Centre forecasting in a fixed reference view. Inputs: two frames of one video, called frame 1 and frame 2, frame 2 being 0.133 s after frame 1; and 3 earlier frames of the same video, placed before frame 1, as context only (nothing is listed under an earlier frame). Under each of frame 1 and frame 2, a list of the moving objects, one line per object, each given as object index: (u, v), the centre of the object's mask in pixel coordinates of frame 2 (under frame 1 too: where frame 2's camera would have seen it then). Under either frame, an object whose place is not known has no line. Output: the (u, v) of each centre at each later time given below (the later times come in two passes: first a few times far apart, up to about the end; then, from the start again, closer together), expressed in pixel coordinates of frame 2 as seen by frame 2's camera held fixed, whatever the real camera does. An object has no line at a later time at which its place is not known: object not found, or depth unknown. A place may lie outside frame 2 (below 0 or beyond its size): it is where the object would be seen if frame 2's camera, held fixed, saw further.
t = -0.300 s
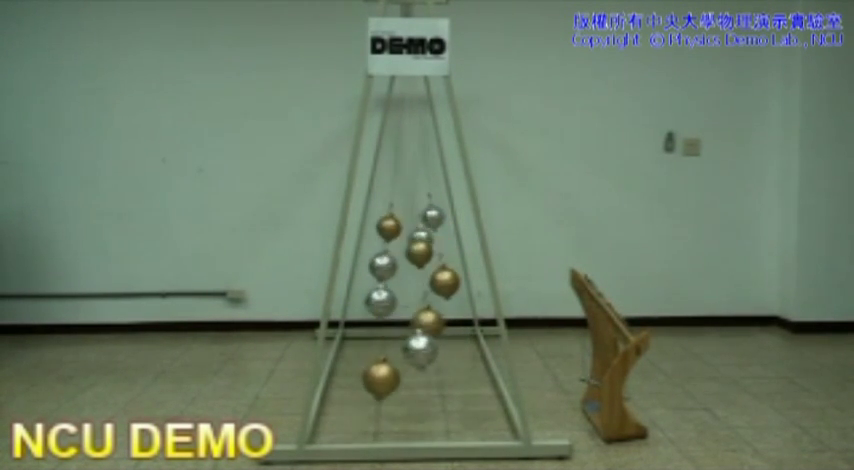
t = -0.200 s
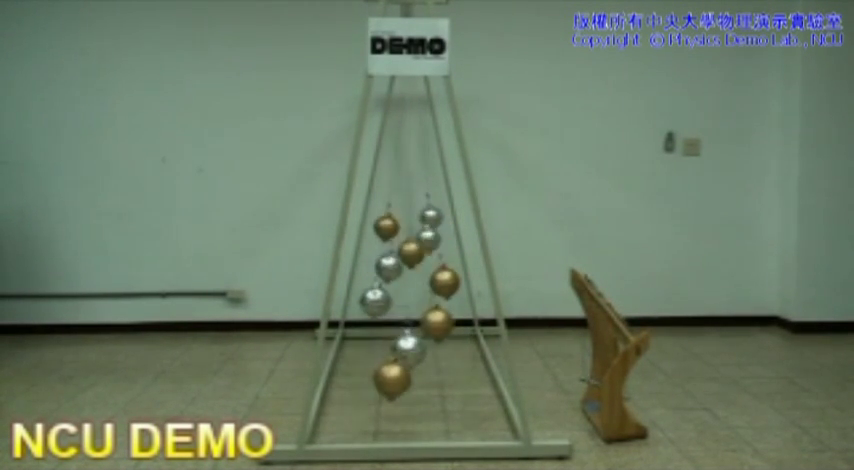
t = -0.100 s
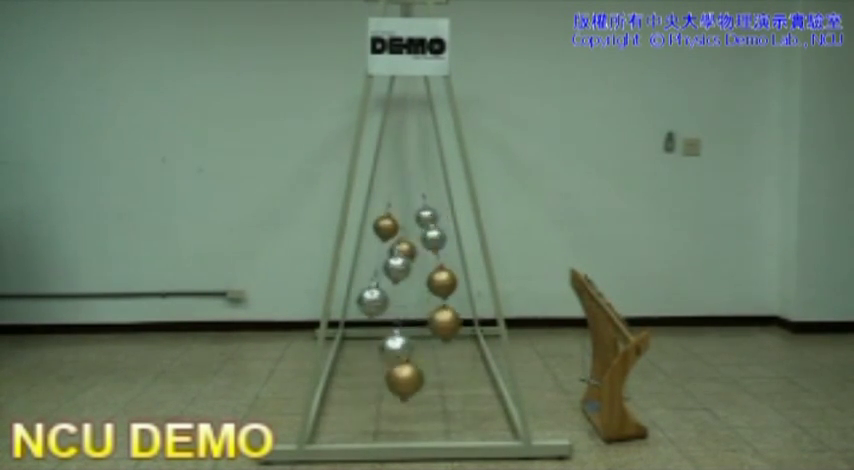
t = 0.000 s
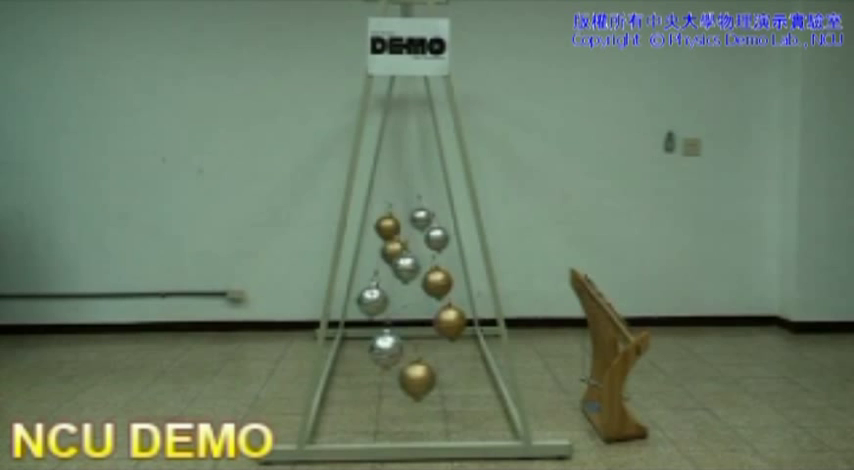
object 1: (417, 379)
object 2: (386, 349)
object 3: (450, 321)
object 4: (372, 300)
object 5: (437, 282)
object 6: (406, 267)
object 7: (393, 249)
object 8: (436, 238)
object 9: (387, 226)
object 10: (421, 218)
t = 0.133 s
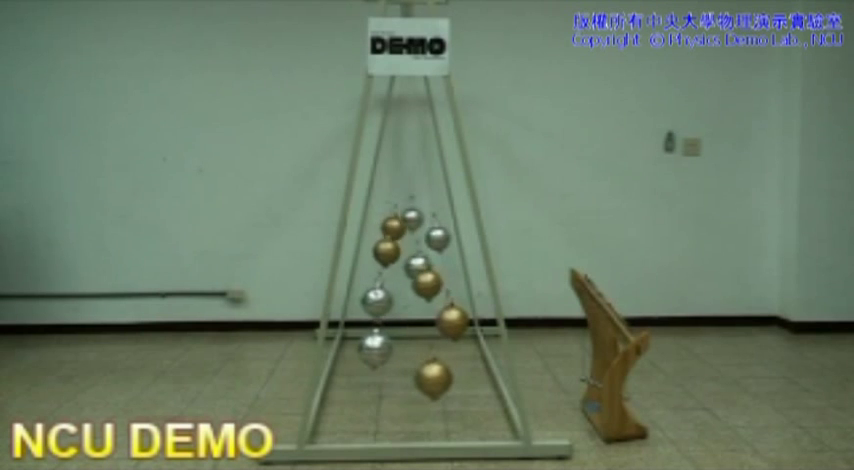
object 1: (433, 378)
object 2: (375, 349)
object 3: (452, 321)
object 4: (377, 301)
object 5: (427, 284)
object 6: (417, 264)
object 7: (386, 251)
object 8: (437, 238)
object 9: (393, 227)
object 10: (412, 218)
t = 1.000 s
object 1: (433, 378)
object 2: (414, 349)
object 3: (383, 323)
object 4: (447, 299)
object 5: (379, 282)
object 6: (423, 268)
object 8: (385, 237)
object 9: (433, 226)
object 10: (400, 218)
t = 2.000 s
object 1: (368, 377)
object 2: (430, 349)
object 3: (421, 321)
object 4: (380, 301)
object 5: (444, 281)
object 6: (391, 266)
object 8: (434, 238)
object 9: (387, 227)
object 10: (420, 217)
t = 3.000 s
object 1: (459, 376)
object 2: (374, 349)
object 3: (417, 324)
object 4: (430, 300)
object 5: (378, 282)
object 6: (436, 265)
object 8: (388, 238)
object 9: (434, 226)
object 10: (401, 217)
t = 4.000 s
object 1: (372, 377)
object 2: (454, 347)
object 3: (386, 324)
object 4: (406, 302)
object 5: (438, 282)
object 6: (381, 265)
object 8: (431, 238)
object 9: (386, 226)
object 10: (419, 217)
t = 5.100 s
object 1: (438, 377)
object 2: (368, 348)
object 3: (440, 322)
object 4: (411, 302)
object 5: (384, 283)
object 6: (439, 265)
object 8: (388, 238)
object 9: (433, 226)
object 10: (407, 218)
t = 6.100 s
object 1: (411, 379)
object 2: (443, 348)
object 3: (372, 322)
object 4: (424, 302)
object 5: (430, 279)
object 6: (379, 266)
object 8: (430, 236)
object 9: (388, 227)
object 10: (413, 218)
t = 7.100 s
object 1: (385, 378)
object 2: (397, 348)
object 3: (450, 321)
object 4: (385, 301)
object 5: (403, 283)
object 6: (441, 265)
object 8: (392, 234)
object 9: (433, 226)
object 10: (408, 218)
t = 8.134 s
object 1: (453, 376)
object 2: (407, 350)
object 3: (376, 322)
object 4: (443, 300)
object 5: (411, 284)
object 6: (380, 266)
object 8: (427, 235)
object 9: (388, 227)
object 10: (411, 218)
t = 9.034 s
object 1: (367, 377)
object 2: (443, 348)
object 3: (423, 323)
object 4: (374, 300)
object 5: (429, 284)
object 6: (432, 263)
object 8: (405, 239)
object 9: (434, 226)
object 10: (404, 217)
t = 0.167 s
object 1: (437, 378)
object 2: (373, 349)
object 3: (452, 321)
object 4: (379, 301)
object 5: (424, 284)
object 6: (421, 263)
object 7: (385, 251)
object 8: (437, 238)
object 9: (395, 228)
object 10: (411, 218)
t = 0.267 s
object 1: (447, 377)
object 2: (368, 348)
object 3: (450, 321)
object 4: (386, 301)
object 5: (415, 284)
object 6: (430, 265)
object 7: (382, 250)
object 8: (434, 237)
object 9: (402, 229)
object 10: (402, 213)
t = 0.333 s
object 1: (452, 376)
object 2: (366, 348)
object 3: (447, 321)
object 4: (392, 301)
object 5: (410, 282)
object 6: (434, 266)
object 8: (430, 237)
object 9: (407, 228)
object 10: (397, 215)
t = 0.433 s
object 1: (457, 375)
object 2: (367, 348)
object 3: (440, 322)
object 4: (401, 303)
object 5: (399, 280)
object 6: (439, 265)
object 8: (424, 239)
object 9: (412, 225)
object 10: (393, 218)
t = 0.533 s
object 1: (460, 375)
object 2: (369, 349)
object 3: (431, 323)
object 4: (412, 301)
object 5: (390, 283)
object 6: (442, 265)
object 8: (417, 240)
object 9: (422, 224)
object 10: (389, 217)
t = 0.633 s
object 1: (460, 375)
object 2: (376, 349)
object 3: (421, 324)
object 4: (422, 299)
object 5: (384, 283)
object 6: (442, 265)
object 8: (410, 238)
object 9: (428, 227)
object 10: (388, 217)
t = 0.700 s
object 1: (457, 375)
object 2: (381, 349)
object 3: (414, 324)
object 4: (429, 300)
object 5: (380, 282)
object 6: (441, 265)
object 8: (404, 236)
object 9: (431, 227)
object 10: (388, 217)
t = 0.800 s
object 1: (452, 376)
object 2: (391, 349)
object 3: (404, 321)
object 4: (438, 302)
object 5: (377, 282)
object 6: (437, 265)
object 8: (395, 236)
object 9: (434, 226)
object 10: (390, 216)
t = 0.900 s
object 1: (443, 377)
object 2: (402, 350)
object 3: (391, 321)
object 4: (443, 300)
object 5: (377, 282)
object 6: (431, 266)
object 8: (389, 238)
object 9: (435, 226)
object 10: (394, 216)
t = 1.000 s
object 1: (433, 378)
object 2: (414, 349)
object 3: (383, 323)
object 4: (447, 299)
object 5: (379, 282)
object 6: (423, 268)
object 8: (385, 237)
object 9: (433, 226)
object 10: (400, 218)
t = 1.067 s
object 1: (425, 379)
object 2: (421, 348)
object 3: (378, 323)
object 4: (448, 299)
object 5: (382, 282)
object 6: (417, 267)
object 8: (383, 238)
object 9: (431, 226)
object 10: (404, 218)
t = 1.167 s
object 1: (413, 379)
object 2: (432, 349)
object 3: (373, 322)
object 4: (447, 299)
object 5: (388, 283)
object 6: (408, 267)
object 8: (383, 238)
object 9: (427, 227)
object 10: (410, 218)
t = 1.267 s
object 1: (400, 379)
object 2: (441, 349)
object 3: (370, 322)
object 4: (444, 300)
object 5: (396, 285)
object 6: (399, 263)
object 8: (385, 238)
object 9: (420, 228)
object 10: (418, 213)
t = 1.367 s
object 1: (388, 379)
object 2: (449, 348)
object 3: (370, 322)
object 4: (438, 301)
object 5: (406, 284)
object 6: (390, 267)
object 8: (389, 238)
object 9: (412, 228)
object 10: (426, 217)
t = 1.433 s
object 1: (381, 378)
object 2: (451, 348)
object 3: (372, 322)
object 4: (433, 301)
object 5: (411, 283)
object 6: (386, 267)
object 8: (393, 238)
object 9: (410, 227)
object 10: (428, 218)
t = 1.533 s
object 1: (372, 378)
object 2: (454, 347)
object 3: (377, 322)
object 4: (424, 303)
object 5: (420, 279)
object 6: (381, 266)
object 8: (400, 241)
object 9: (401, 223)
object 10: (431, 217)
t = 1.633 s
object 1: (366, 377)
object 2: (454, 347)
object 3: (385, 323)
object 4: (414, 302)
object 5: (431, 282)
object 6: (378, 265)
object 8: (408, 240)
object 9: (392, 226)
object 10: (432, 216)
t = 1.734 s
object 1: (363, 377)
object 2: (451, 347)
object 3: (394, 324)
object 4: (404, 300)
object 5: (436, 282)
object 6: (378, 265)
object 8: (414, 237)
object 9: (389, 227)
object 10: (432, 216)
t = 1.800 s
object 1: (362, 376)
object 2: (448, 348)
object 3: (401, 325)
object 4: (396, 300)
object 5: (440, 282)
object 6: (380, 265)
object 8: (421, 235)
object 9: (387, 227)
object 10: (430, 216)
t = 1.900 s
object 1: (364, 376)
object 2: (440, 348)
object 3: (412, 324)
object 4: (387, 302)
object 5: (443, 281)
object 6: (384, 266)
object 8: (429, 239)
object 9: (386, 227)
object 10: (426, 216)
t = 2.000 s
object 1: (368, 377)
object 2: (430, 349)
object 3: (421, 321)
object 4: (380, 301)
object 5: (444, 281)
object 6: (391, 266)
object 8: (434, 238)
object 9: (387, 227)
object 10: (420, 217)
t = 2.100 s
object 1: (376, 378)
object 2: (419, 350)
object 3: (434, 322)
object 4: (375, 300)
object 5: (443, 281)
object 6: (399, 268)
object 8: (437, 238)
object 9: (390, 227)
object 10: (414, 218)
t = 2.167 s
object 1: (382, 378)
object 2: (412, 350)
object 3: (439, 323)
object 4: (373, 300)
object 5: (440, 282)
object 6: (405, 268)
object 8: (437, 238)
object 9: (393, 227)
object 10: (410, 218)
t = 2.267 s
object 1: (393, 379)
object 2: (400, 348)
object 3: (445, 322)
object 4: (373, 300)
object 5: (434, 283)
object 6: (413, 266)
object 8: (436, 238)
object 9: (399, 228)
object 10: (404, 214)
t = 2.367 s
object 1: (406, 380)
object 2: (390, 350)
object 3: (450, 321)
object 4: (375, 300)
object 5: (427, 285)
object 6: (422, 263)
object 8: (433, 238)
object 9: (407, 228)
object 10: (394, 216)
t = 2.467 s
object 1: (418, 379)
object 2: (380, 349)
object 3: (451, 321)
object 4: (380, 301)
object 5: (418, 284)
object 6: (431, 264)
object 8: (427, 238)
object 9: (412, 227)
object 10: (391, 218)
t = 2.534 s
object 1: (426, 378)
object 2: (375, 349)
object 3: (451, 321)
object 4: (384, 302)
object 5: (412, 284)
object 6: (435, 265)
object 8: (422, 239)
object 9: (418, 223)
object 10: (389, 217)
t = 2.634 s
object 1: (437, 378)
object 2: (370, 348)
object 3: (448, 321)
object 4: (393, 301)
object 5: (404, 281)
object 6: (440, 265)
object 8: (415, 240)
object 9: (427, 224)
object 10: (388, 217)
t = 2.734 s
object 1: (447, 377)
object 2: (367, 348)
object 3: (442, 322)
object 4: (403, 302)
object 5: (392, 281)
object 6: (442, 265)
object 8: (408, 239)
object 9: (431, 226)
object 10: (389, 217)
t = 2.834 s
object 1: (454, 376)
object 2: (368, 348)
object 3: (435, 323)
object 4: (414, 301)
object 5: (386, 283)
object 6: (441, 265)
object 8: (400, 235)
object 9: (433, 226)
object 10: (391, 217)
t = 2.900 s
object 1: (457, 376)
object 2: (369, 348)
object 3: (428, 324)
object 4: (420, 300)
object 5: (382, 282)
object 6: (440, 265)
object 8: (393, 236)
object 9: (434, 226)
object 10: (395, 216)
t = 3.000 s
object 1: (459, 376)
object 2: (374, 349)
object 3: (417, 324)
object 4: (430, 300)
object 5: (378, 282)
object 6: (436, 265)
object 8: (388, 238)
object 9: (434, 226)
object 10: (401, 217)
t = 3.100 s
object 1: (458, 376)
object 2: (382, 348)
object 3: (407, 324)
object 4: (438, 301)
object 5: (377, 282)
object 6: (429, 266)
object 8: (385, 238)
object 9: (431, 226)
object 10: (407, 218)
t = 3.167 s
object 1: (456, 376)
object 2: (388, 349)
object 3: (402, 321)
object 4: (442, 300)
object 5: (378, 282)
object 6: (423, 267)
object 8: (384, 238)
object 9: (429, 227)
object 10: (411, 218)
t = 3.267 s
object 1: (450, 376)
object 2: (399, 349)
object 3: (388, 321)
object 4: (446, 300)
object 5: (381, 282)
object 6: (415, 267)
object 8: (383, 238)
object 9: (422, 227)
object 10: (415, 214)
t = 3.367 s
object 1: (442, 377)
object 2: (410, 350)
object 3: (381, 323)
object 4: (448, 300)
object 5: (386, 283)
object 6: (406, 267)
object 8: (385, 238)
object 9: (415, 227)
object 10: (426, 215)
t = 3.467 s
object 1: (431, 377)
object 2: (420, 348)
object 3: (375, 322)
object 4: (447, 300)
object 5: (393, 284)
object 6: (397, 264)
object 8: (390, 238)
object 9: (409, 228)
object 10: (429, 217)
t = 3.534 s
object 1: (424, 379)
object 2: (429, 348)
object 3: (372, 323)
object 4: (445, 300)
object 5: (399, 284)
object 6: (391, 264)
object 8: (394, 238)
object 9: (406, 225)
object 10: (431, 216)
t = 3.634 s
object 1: (411, 379)
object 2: (438, 349)
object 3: (370, 322)
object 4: (439, 301)
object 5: (408, 284)
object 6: (385, 266)
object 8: (402, 240)
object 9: (396, 223)
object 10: (432, 216)
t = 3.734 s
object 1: (399, 379)
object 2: (446, 348)
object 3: (371, 322)
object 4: (431, 301)
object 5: (415, 281)
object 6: (381, 266)
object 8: (410, 239)
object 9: (390, 227)
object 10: (431, 216)
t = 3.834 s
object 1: (388, 378)
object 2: (451, 347)
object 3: (375, 322)
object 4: (422, 302)
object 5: (428, 280)
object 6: (378, 265)
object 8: (415, 238)
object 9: (387, 227)
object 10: (429, 217)
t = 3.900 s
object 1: (380, 378)
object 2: (453, 347)
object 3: (379, 322)
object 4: (416, 302)
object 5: (433, 282)
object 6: (378, 265)
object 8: (422, 235)
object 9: (386, 227)
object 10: (426, 216)
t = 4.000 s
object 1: (372, 377)
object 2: (454, 347)
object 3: (386, 324)
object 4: (406, 302)
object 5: (438, 282)
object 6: (381, 265)
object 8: (431, 238)
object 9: (386, 226)
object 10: (419, 217)
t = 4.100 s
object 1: (366, 377)
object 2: (452, 347)
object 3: (396, 324)
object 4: (395, 299)
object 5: (442, 282)
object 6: (385, 266)
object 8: (434, 238)
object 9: (388, 227)
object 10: (413, 218)
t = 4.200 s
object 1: (363, 377)
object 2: (447, 348)
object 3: (407, 324)
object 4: (386, 302)
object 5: (444, 281)
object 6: (392, 267)
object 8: (436, 238)
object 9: (392, 228)
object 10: (408, 217)
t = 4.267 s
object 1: (363, 377)
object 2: (442, 348)
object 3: (415, 324)
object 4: (382, 301)
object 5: (444, 281)
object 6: (397, 267)
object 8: (437, 238)
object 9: (397, 228)
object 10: (405, 214)
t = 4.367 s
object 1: (365, 377)
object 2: (433, 349)
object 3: (424, 321)
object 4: (376, 300)
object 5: (441, 282)
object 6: (406, 268)
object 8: (435, 238)
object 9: (403, 228)
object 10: (394, 214)
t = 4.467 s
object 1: (369, 377)
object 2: (423, 350)
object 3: (435, 321)
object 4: (374, 300)
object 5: (437, 282)
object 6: (415, 267)
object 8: (432, 238)
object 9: (411, 228)
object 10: (391, 218)
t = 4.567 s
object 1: (377, 378)
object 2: (412, 350)
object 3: (443, 322)
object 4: (373, 300)
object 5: (430, 284)
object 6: (423, 264)
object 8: (426, 239)
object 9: (416, 224)
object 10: (389, 217)
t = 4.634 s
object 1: (384, 378)
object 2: (405, 350)
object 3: (447, 322)
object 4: (375, 300)
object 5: (424, 284)
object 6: (430, 263)
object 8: (421, 240)
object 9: (423, 223)
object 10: (388, 217)
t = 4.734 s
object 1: (394, 380)
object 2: (393, 348)
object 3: (450, 321)
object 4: (379, 301)
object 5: (414, 284)
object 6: (436, 265)
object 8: (413, 240)
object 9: (429, 226)
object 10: (389, 217)
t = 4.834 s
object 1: (407, 379)
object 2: (384, 350)
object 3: (451, 321)
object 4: (386, 302)
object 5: (406, 283)
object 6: (440, 265)
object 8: (407, 239)
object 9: (433, 226)
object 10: (392, 217)
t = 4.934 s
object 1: (419, 379)
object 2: (376, 349)
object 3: (450, 321)
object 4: (395, 303)
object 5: (396, 281)
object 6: (442, 265)
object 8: (401, 235)
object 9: (434, 226)
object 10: (396, 217)
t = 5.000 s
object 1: (427, 378)
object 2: (372, 348)
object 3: (446, 322)
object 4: (401, 302)
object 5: (389, 280)
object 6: (441, 265)
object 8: (393, 235)
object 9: (434, 226)
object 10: (401, 217)
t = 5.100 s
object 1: (438, 377)
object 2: (368, 348)
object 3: (440, 322)
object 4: (411, 302)
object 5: (384, 283)
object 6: (439, 265)
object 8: (388, 238)
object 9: (433, 226)
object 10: (407, 218)
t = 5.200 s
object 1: (447, 377)
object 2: (368, 348)
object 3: (432, 324)
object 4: (420, 300)
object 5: (380, 282)
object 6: (435, 266)
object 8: (385, 238)
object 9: (429, 227)
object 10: (413, 217)
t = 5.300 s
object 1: (453, 376)
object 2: (370, 348)
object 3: (421, 324)
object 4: (432, 299)
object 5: (378, 282)
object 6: (427, 266)
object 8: (384, 238)
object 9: (423, 227)
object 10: (419, 213)
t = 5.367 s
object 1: (456, 375)
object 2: (373, 349)
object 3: (415, 324)
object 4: (437, 301)
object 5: (378, 282)
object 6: (422, 266)
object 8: (384, 238)
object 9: (418, 228)
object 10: (427, 214)
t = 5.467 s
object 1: (458, 375)
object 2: (379, 349)
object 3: (404, 324)
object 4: (442, 300)
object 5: (380, 282)
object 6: (413, 267)
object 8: (386, 238)
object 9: (411, 228)
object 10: (430, 216)
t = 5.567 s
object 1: (458, 375)
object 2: (389, 349)
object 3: (394, 321)
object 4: (446, 300)
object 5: (385, 283)
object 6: (405, 266)
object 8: (392, 238)
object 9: (407, 226)
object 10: (431, 216)
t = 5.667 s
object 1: (454, 376)
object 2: (399, 350)
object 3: (384, 322)
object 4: (447, 299)
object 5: (391, 284)
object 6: (396, 264)
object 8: (398, 240)
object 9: (397, 223)
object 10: (432, 216)
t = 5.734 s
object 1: (449, 376)
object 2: (406, 350)
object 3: (379, 323)
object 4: (447, 299)
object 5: (397, 284)
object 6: (390, 263)
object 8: (403, 240)
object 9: (391, 225)
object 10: (431, 216)
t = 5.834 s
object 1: (441, 377)
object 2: (418, 350)
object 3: (374, 322)
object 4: (444, 300)
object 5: (405, 283)
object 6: (384, 266)
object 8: (411, 239)
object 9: (388, 227)
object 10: (428, 217)
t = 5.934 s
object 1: (431, 379)
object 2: (428, 347)
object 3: (371, 322)
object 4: (438, 301)
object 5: (414, 283)
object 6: (380, 266)
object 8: (416, 238)
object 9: (387, 227)
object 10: (424, 217)
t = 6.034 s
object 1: (419, 379)
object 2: (438, 348)
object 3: (371, 322)
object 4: (430, 301)
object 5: (422, 280)
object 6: (379, 266)
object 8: (427, 235)
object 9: (387, 227)
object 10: (417, 218)
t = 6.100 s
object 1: (411, 379)
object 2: (443, 348)
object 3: (372, 322)
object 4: (424, 302)
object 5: (430, 279)
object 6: (379, 266)
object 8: (430, 236)
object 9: (388, 227)
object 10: (413, 218)
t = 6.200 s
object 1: (398, 379)
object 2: (449, 347)
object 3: (377, 322)
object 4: (414, 302)
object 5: (436, 282)
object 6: (382, 266)
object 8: (434, 238)
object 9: (391, 227)
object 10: (408, 218)
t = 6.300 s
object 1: (387, 378)
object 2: (453, 347)
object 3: (384, 324)
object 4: (404, 302)
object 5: (440, 282)
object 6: (387, 266)
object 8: (436, 237)
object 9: (396, 227)
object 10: (402, 213)
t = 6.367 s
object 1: (380, 378)
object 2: (453, 347)
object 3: (389, 324)
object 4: (398, 300)
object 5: (442, 281)
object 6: (391, 267)
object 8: (437, 237)
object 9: (401, 227)
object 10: (395, 214)
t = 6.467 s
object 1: (372, 378)
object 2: (452, 347)
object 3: (400, 323)
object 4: (387, 300)
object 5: (443, 281)
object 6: (399, 267)
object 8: (435, 237)
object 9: (408, 228)
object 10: (391, 217)
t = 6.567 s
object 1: (366, 377)
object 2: (449, 347)
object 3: (411, 324)
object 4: (381, 301)
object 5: (442, 282)
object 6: (408, 268)
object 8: (431, 238)
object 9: (414, 226)
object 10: (389, 217)
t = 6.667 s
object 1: (364, 377)
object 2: (442, 348)
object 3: (421, 323)
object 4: (376, 300)
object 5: (438, 282)
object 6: (417, 267)
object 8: (425, 241)
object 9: (422, 223)
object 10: (388, 217)
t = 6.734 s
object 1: (364, 377)
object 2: (436, 349)
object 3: (427, 320)
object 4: (374, 300)
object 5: (434, 284)
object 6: (422, 265)
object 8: (420, 239)
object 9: (428, 223)
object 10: (389, 217)
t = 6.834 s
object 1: (365, 377)
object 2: (426, 349)
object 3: (437, 321)
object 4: (374, 300)
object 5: (426, 284)
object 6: (431, 263)
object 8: (412, 240)
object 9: (431, 226)
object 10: (392, 218)
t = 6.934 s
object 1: (371, 377)
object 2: (415, 350)
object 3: (444, 322)
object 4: (376, 300)
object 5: (417, 284)
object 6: (437, 265)
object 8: (406, 240)
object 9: (433, 226)
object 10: (397, 217)
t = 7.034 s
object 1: (378, 378)
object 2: (403, 351)
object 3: (449, 321)
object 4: (380, 301)
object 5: (408, 284)
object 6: (440, 265)
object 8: (398, 235)
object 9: (434, 226)
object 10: (404, 217)
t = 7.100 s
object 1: (385, 378)
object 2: (397, 348)
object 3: (450, 321)
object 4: (385, 301)
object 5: (403, 283)
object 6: (441, 265)
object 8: (392, 234)
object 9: (433, 226)
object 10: (408, 218)
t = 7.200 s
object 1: (395, 380)
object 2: (386, 349)
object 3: (450, 321)
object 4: (393, 302)
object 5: (394, 279)
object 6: (441, 265)
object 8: (387, 238)
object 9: (431, 227)
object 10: (413, 218)
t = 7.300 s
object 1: (408, 379)
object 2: (378, 350)
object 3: (448, 321)
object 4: (403, 302)
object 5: (386, 282)
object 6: (438, 265)
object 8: (385, 238)
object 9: (425, 227)
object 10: (418, 214)
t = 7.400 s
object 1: (420, 379)
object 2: (372, 349)
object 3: (443, 322)
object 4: (413, 302)
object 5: (382, 282)
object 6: (433, 266)
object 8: (384, 238)
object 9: (418, 227)
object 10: (428, 214)
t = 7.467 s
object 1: (428, 378)
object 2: (369, 349)
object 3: (438, 322)
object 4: (419, 301)
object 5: (379, 282)
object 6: (428, 267)
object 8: (384, 238)
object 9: (413, 228)
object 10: (430, 216)
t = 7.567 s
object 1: (438, 378)
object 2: (368, 349)
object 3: (429, 324)
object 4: (429, 299)
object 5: (378, 282)
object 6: (420, 267)
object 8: (387, 238)
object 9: (407, 228)
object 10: (431, 216)
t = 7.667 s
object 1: (447, 377)
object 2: (369, 348)
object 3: (419, 324)
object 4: (437, 300)
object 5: (379, 282)
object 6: (411, 268)
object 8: (393, 238)
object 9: (402, 224)
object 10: (432, 216)
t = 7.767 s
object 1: (453, 376)
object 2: (373, 349)
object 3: (408, 324)
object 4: (443, 300)
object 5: (383, 283)
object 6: (403, 267)
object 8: (399, 239)
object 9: (392, 224)
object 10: (430, 217)
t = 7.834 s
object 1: (456, 375)
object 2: (378, 349)
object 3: (402, 324)
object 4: (445, 300)
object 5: (386, 284)
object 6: (398, 265)
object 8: (405, 239)
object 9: (389, 226)
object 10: (428, 217)
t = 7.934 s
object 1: (458, 375)
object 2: (386, 349)
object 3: (391, 321)
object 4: (447, 300)
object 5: (394, 284)
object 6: (389, 263)
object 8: (412, 239)
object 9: (387, 227)
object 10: (423, 217)
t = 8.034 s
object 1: (457, 375)
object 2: (395, 350)
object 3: (382, 321)
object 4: (446, 300)
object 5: (403, 284)
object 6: (384, 266)
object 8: (417, 238)
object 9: (387, 227)
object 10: (417, 217)
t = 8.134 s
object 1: (453, 376)
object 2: (407, 350)
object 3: (376, 322)
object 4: (443, 300)
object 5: (411, 284)
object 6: (380, 266)
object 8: (427, 235)
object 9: (388, 227)
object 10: (411, 218)
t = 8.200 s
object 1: (448, 377)
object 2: (414, 349)
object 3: (373, 323)
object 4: (439, 301)
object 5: (417, 284)
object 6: (379, 266)
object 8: (433, 236)
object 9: (390, 227)
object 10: (407, 218)
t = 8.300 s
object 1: (439, 378)
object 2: (424, 348)
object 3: (371, 322)
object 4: (432, 302)
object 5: (425, 280)
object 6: (380, 265)
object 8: (435, 237)
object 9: (395, 228)
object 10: (402, 215)
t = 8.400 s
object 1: (429, 379)
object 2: (435, 347)
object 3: (372, 322)
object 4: (422, 302)
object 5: (435, 280)
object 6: (383, 266)
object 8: (436, 237)
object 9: (401, 228)
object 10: (393, 214)
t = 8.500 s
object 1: (417, 379)
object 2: (443, 348)
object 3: (375, 322)
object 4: (412, 302)
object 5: (439, 282)
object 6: (388, 267)
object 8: (436, 238)
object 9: (409, 227)
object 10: (390, 217)
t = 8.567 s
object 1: (409, 379)
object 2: (448, 348)
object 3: (379, 323)
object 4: (405, 303)
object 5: (441, 282)
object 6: (393, 268)
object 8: (434, 238)
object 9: (413, 228)
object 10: (389, 217)
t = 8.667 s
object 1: (398, 379)
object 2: (451, 347)
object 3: (386, 323)
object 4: (398, 300)
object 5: (443, 281)
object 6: (401, 268)
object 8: (430, 238)
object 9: (418, 225)
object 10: (389, 217)
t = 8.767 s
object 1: (387, 379)
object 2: (453, 347)
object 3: (396, 324)
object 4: (387, 300)
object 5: (442, 282)
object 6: (410, 268)
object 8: (423, 240)
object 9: (426, 223)
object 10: (390, 217)
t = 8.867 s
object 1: (377, 378)
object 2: (451, 347)
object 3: (406, 324)
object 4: (381, 301)
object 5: (439, 282)
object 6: (418, 268)
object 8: (416, 240)
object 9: (432, 225)
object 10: (394, 218)
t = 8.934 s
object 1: (372, 378)
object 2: (450, 348)
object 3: (413, 324)
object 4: (377, 300)
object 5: (436, 283)
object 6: (422, 264)
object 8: (411, 240)
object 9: (433, 226)
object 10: (398, 218)
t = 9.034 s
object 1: (367, 377)
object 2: (443, 348)
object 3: (423, 323)
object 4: (374, 300)
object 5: (429, 284)
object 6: (432, 263)
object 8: (405, 239)
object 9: (434, 226)
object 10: (404, 217)
